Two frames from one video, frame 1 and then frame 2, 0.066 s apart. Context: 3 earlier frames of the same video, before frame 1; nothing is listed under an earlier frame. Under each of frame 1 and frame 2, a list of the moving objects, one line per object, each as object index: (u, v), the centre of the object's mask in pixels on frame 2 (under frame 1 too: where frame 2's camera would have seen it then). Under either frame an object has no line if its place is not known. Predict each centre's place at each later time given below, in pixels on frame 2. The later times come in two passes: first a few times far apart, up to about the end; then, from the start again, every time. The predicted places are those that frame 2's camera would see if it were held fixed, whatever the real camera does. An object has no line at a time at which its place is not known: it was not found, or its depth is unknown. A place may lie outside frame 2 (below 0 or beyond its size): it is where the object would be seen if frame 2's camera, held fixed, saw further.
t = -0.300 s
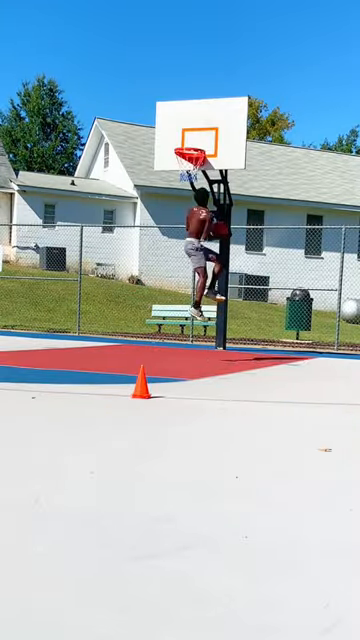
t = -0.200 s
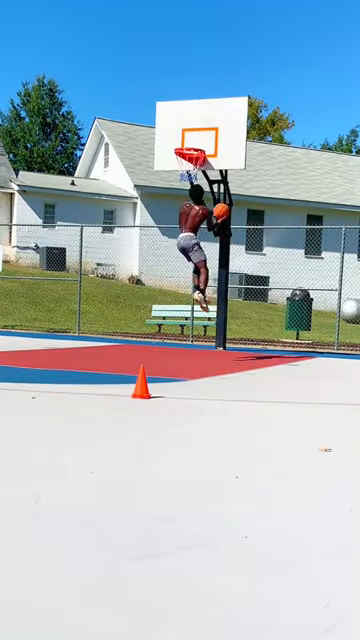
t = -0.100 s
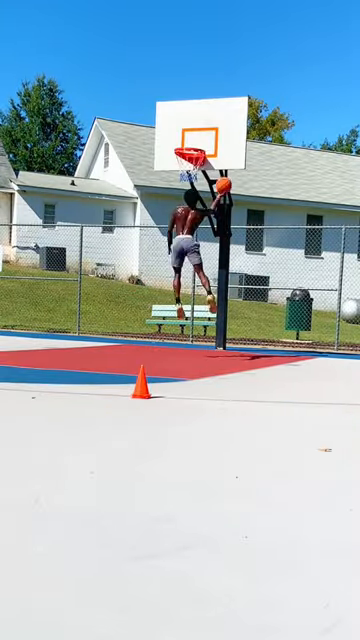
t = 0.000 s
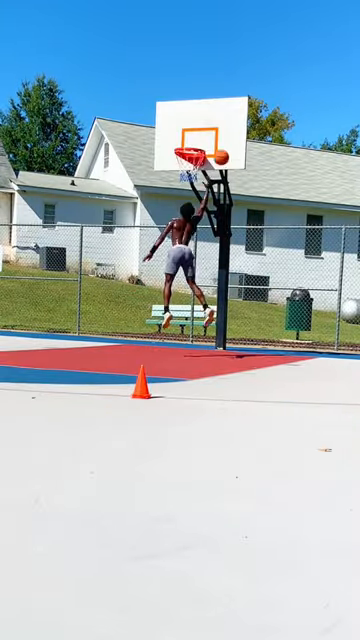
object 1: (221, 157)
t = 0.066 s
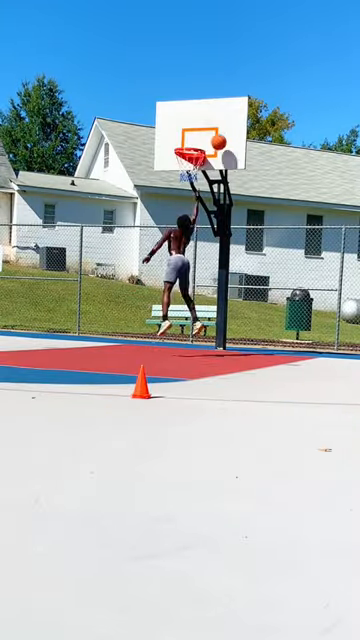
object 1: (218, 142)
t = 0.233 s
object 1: (212, 116)
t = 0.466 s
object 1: (201, 109)
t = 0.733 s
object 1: (188, 142)
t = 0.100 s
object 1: (217, 135)
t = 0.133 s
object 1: (216, 129)
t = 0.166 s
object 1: (215, 124)
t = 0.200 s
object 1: (213, 120)
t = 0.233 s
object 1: (212, 116)
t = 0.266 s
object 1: (211, 113)
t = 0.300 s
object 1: (209, 111)
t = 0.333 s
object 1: (207, 109)
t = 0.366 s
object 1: (206, 108)
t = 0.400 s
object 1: (204, 107)
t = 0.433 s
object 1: (202, 108)
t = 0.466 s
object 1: (201, 109)
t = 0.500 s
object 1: (199, 111)
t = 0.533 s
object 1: (198, 113)
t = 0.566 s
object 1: (196, 116)
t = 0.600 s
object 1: (194, 120)
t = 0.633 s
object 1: (193, 125)
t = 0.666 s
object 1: (191, 130)
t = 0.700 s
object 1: (190, 137)
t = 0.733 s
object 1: (188, 142)
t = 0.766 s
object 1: (187, 146)
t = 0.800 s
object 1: (183, 160)
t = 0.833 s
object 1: (182, 167)
